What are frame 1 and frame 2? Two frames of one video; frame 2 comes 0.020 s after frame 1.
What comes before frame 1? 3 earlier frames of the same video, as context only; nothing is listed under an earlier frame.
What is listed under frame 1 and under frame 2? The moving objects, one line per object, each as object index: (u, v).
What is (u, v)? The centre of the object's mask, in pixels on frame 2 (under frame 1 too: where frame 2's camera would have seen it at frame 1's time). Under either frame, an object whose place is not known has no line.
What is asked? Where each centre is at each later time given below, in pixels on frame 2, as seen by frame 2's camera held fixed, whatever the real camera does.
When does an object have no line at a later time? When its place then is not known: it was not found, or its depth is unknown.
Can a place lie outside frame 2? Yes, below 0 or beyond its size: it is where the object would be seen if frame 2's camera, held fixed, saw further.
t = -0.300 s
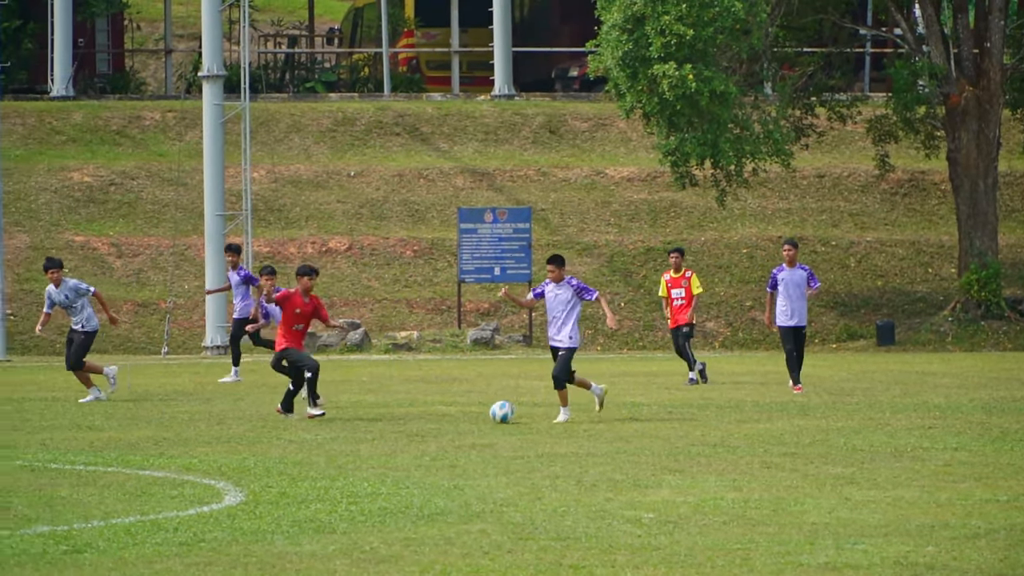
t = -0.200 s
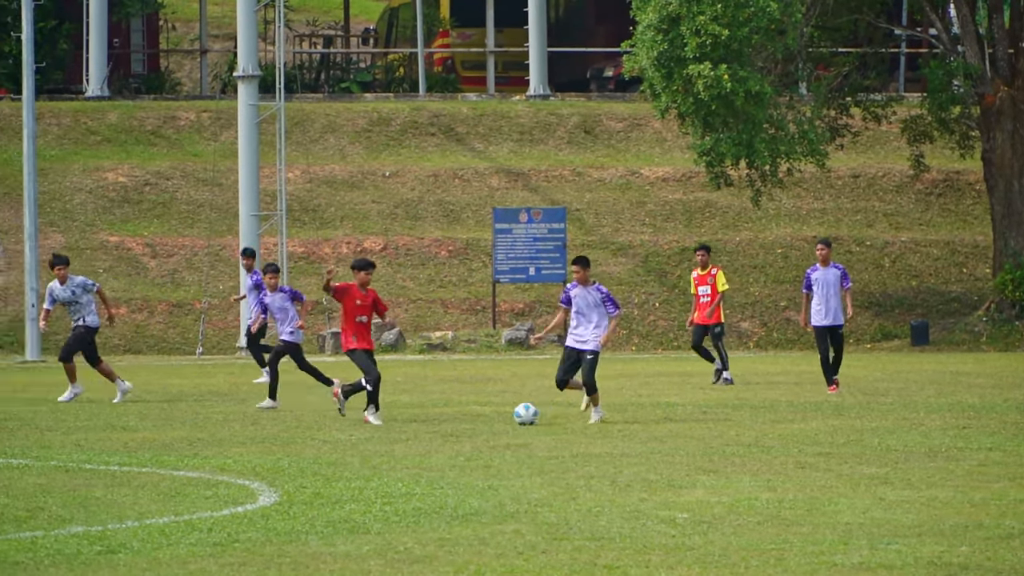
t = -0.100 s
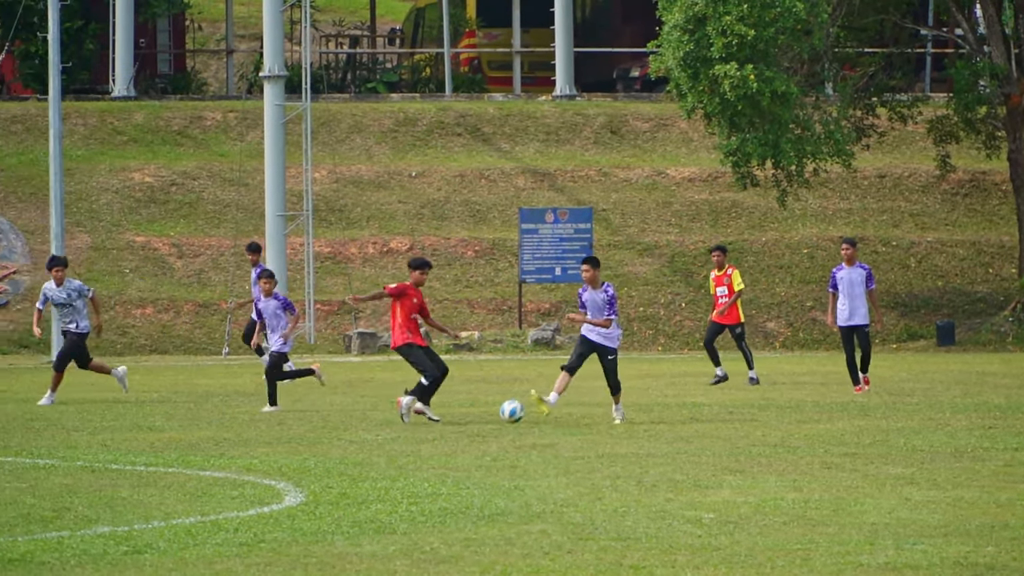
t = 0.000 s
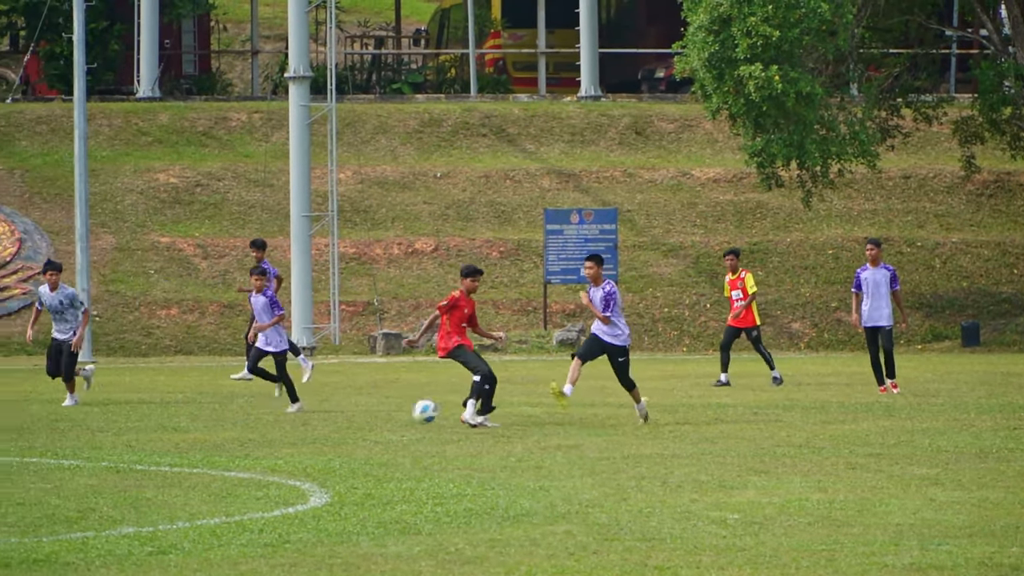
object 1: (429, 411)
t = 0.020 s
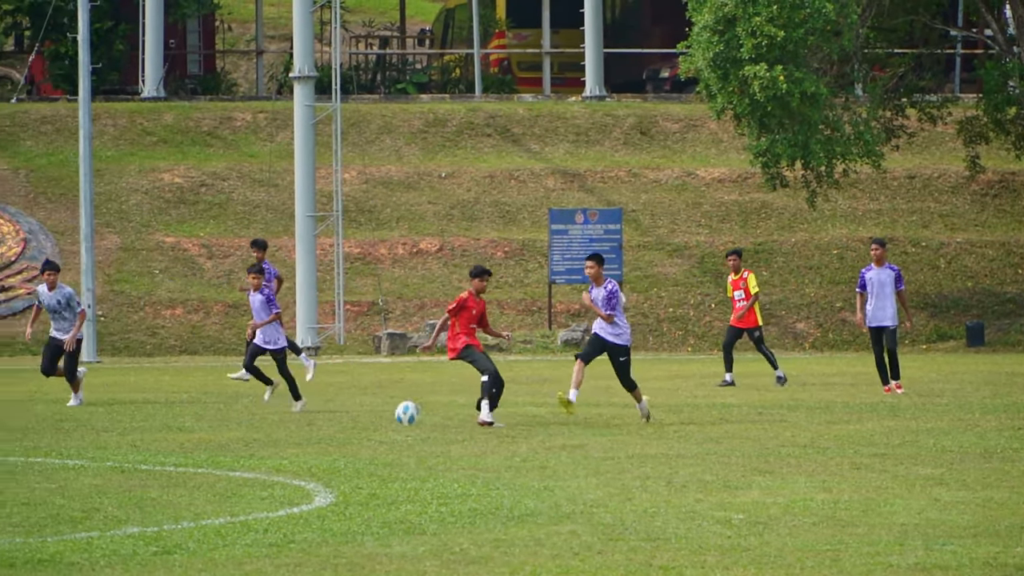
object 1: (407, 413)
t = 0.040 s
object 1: (384, 415)
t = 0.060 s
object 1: (362, 418)
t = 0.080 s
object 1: (339, 422)
